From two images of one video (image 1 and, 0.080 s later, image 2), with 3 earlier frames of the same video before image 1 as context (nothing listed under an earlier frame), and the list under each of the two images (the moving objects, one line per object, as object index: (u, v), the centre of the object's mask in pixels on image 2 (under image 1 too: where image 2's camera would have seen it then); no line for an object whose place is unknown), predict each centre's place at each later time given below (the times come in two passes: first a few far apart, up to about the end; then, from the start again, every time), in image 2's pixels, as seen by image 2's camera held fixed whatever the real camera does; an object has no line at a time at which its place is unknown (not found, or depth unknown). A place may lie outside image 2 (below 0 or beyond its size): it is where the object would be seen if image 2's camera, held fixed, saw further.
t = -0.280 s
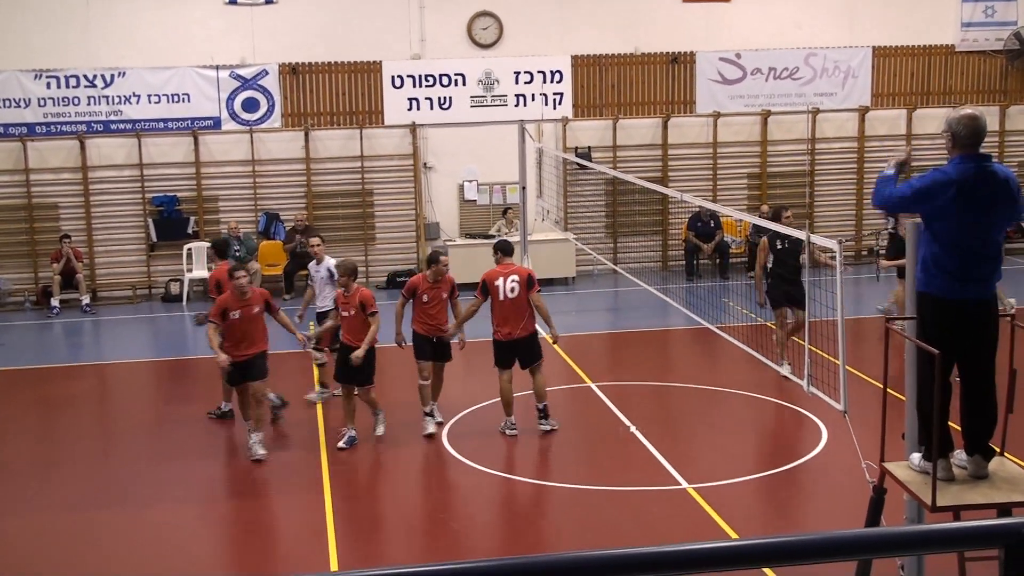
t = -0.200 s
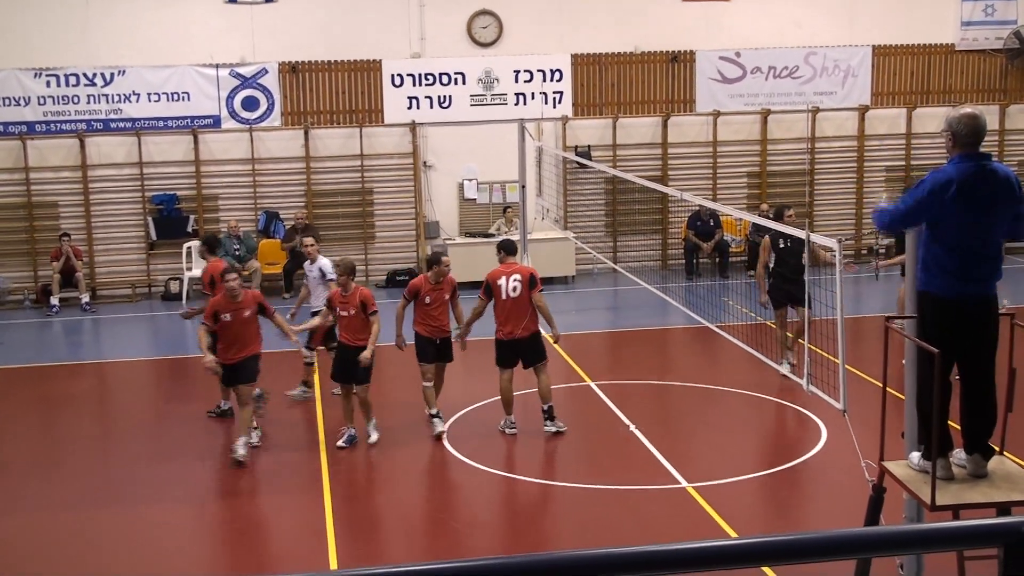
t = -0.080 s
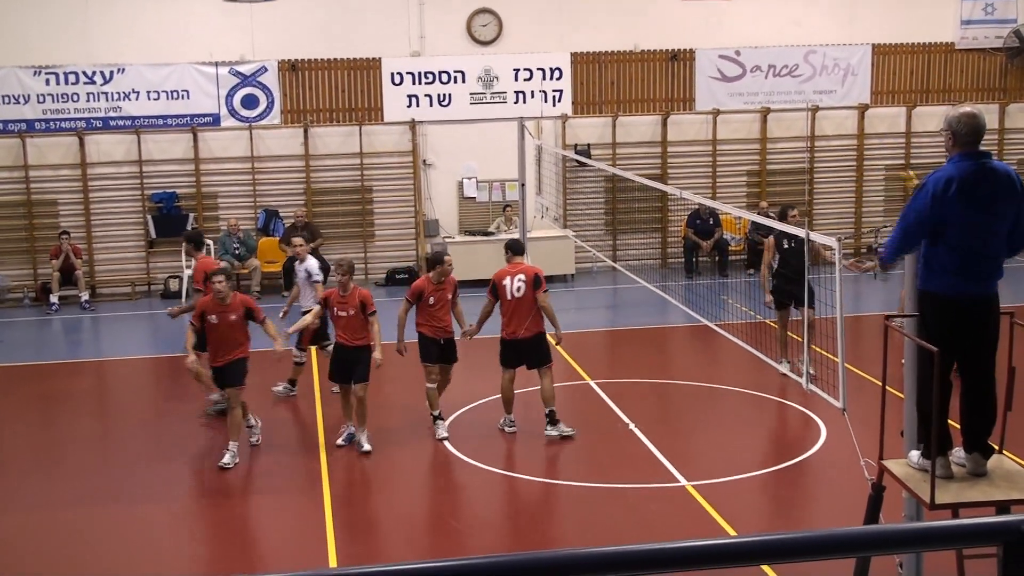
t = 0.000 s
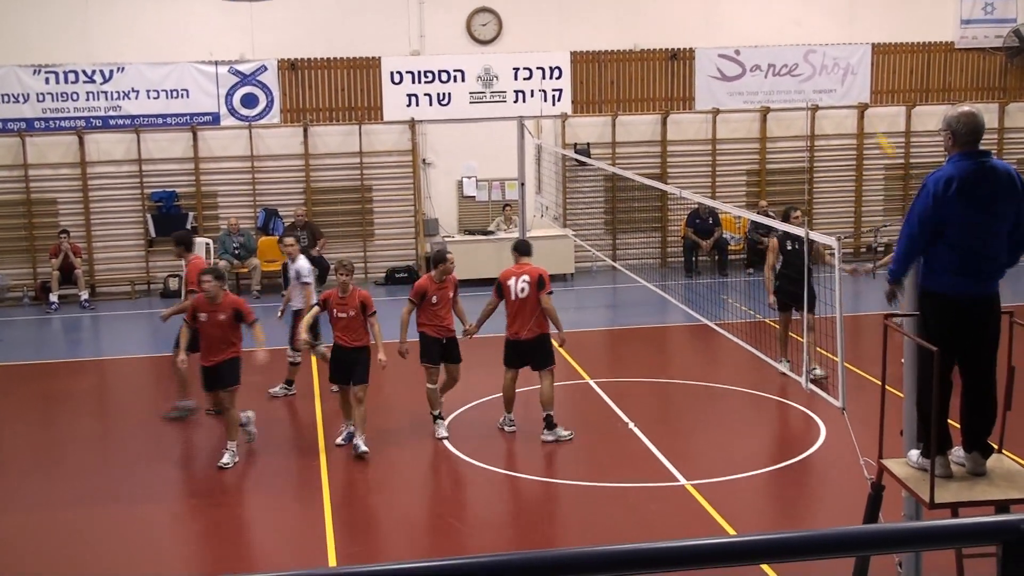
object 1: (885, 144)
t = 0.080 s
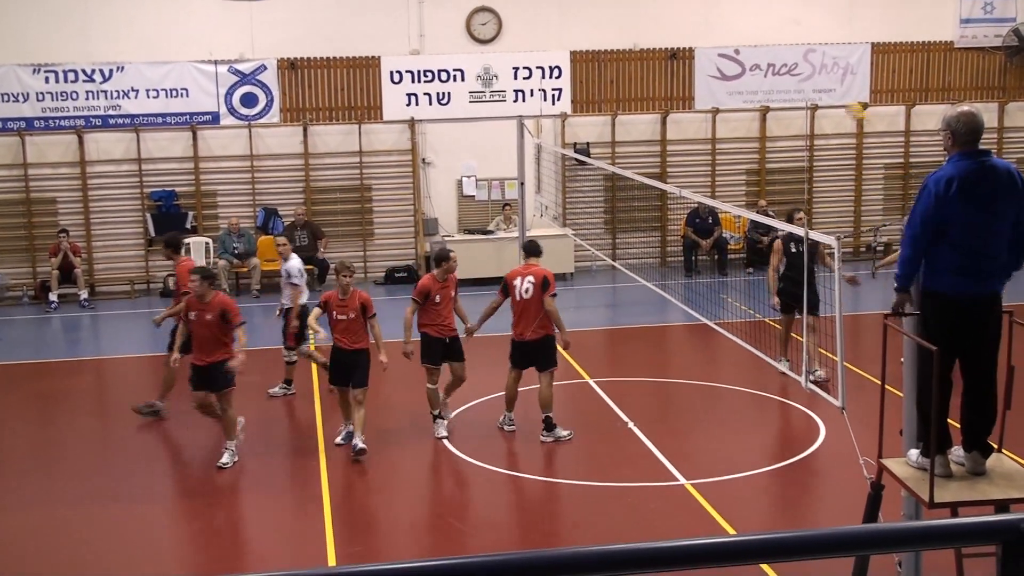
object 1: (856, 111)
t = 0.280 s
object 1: (784, 52)
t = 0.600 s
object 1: (663, 16)
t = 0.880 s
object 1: (557, 52)
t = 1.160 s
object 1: (451, 158)
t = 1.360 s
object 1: (380, 268)
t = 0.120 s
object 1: (841, 96)
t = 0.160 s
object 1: (827, 85)
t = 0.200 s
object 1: (813, 73)
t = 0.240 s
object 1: (798, 61)
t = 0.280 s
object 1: (784, 52)
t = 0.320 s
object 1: (769, 42)
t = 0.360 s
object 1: (753, 35)
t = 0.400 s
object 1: (738, 29)
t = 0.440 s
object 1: (723, 23)
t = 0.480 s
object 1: (708, 20)
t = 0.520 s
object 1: (694, 17)
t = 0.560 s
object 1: (679, 16)
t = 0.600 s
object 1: (663, 16)
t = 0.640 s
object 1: (648, 16)
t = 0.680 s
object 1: (634, 19)
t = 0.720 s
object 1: (619, 23)
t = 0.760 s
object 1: (602, 29)
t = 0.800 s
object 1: (587, 36)
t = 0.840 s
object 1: (573, 43)
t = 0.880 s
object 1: (557, 52)
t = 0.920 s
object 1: (542, 65)
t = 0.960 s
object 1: (528, 77)
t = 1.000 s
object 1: (512, 91)
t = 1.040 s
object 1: (496, 104)
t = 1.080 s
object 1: (480, 123)
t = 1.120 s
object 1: (465, 140)
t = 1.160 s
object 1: (451, 158)
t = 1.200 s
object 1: (437, 177)
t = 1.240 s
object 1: (422, 197)
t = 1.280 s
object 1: (407, 219)
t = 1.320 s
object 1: (394, 242)
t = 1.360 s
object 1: (380, 268)
